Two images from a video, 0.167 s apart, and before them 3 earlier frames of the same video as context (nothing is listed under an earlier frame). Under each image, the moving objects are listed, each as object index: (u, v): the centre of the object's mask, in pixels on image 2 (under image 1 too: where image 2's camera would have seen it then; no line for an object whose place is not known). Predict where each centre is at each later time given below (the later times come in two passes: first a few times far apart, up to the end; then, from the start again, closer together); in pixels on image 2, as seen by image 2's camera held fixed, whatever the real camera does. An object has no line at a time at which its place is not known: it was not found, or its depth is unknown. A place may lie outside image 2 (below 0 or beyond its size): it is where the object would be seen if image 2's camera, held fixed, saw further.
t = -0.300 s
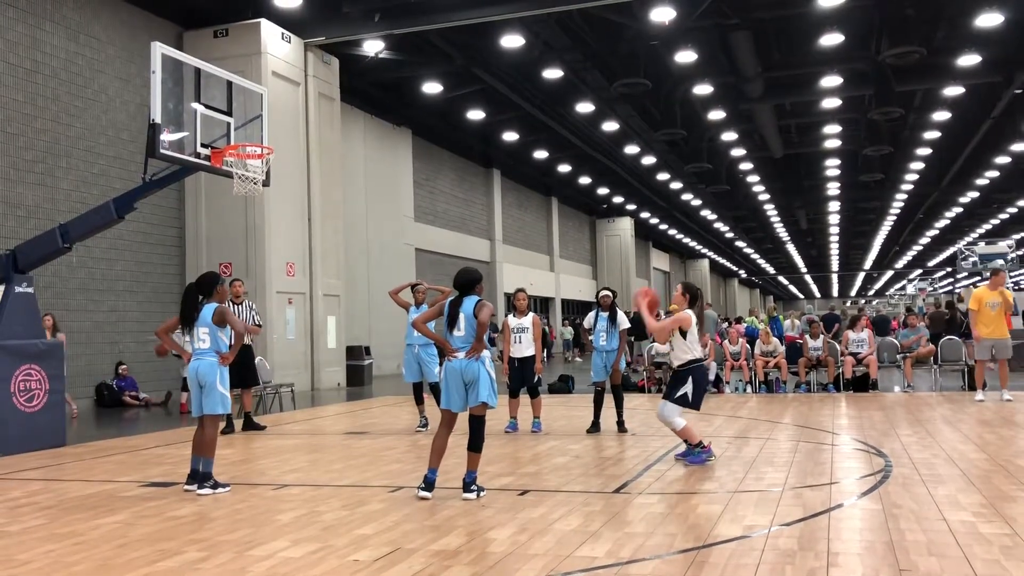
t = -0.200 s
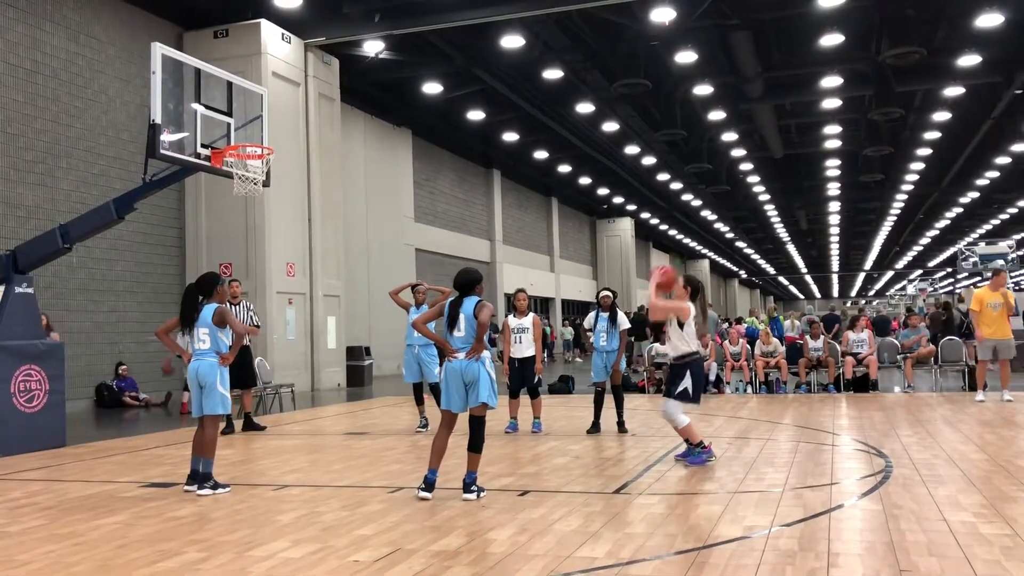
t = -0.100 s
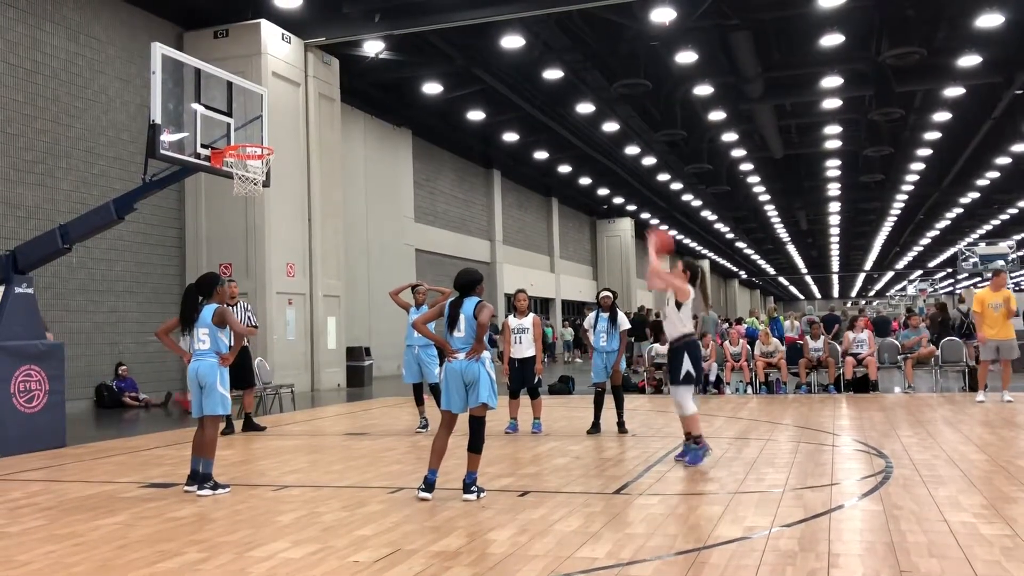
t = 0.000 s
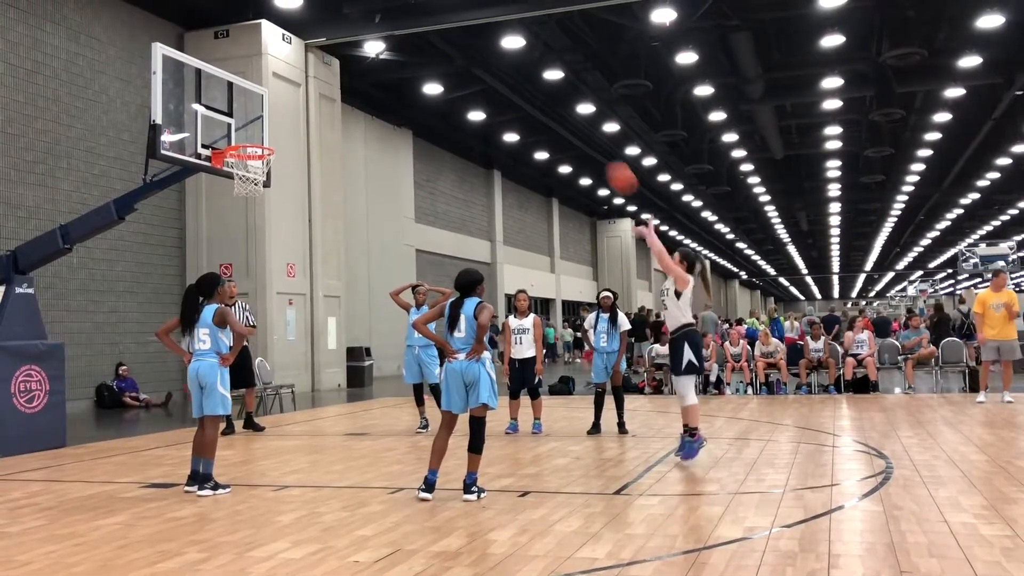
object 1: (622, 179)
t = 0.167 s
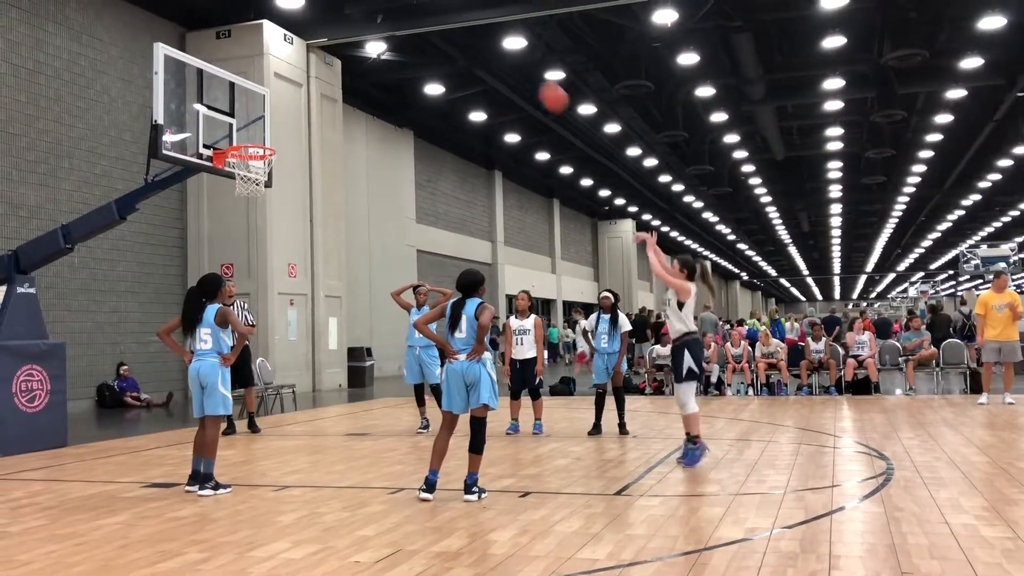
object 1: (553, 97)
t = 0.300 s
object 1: (500, 55)
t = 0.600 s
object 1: (395, 28)
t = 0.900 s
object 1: (298, 90)
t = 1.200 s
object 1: (229, 187)
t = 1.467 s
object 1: (204, 264)
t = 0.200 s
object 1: (539, 85)
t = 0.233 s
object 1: (527, 73)
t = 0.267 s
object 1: (514, 63)
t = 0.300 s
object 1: (500, 55)
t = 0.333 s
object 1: (489, 47)
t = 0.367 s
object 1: (477, 41)
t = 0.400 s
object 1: (464, 35)
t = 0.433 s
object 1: (453, 32)
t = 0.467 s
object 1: (441, 29)
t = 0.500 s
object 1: (429, 27)
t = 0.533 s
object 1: (417, 26)
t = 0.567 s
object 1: (406, 26)
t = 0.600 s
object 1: (395, 28)
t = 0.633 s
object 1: (384, 30)
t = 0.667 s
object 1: (373, 32)
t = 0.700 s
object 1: (360, 39)
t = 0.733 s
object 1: (351, 45)
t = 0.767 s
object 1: (341, 51)
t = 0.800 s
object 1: (331, 59)
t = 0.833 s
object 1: (319, 68)
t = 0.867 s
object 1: (309, 79)
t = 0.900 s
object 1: (298, 90)
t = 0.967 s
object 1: (279, 114)
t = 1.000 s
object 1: (269, 127)
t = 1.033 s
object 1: (259, 139)
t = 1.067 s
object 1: (249, 160)
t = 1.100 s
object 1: (241, 173)
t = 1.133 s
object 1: (236, 178)
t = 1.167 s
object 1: (232, 182)
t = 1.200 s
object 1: (229, 187)
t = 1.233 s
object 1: (226, 193)
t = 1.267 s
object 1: (223, 200)
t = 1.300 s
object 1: (220, 208)
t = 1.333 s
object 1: (216, 217)
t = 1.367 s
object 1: (213, 227)
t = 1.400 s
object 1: (211, 238)
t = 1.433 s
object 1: (208, 250)
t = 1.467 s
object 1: (204, 264)
